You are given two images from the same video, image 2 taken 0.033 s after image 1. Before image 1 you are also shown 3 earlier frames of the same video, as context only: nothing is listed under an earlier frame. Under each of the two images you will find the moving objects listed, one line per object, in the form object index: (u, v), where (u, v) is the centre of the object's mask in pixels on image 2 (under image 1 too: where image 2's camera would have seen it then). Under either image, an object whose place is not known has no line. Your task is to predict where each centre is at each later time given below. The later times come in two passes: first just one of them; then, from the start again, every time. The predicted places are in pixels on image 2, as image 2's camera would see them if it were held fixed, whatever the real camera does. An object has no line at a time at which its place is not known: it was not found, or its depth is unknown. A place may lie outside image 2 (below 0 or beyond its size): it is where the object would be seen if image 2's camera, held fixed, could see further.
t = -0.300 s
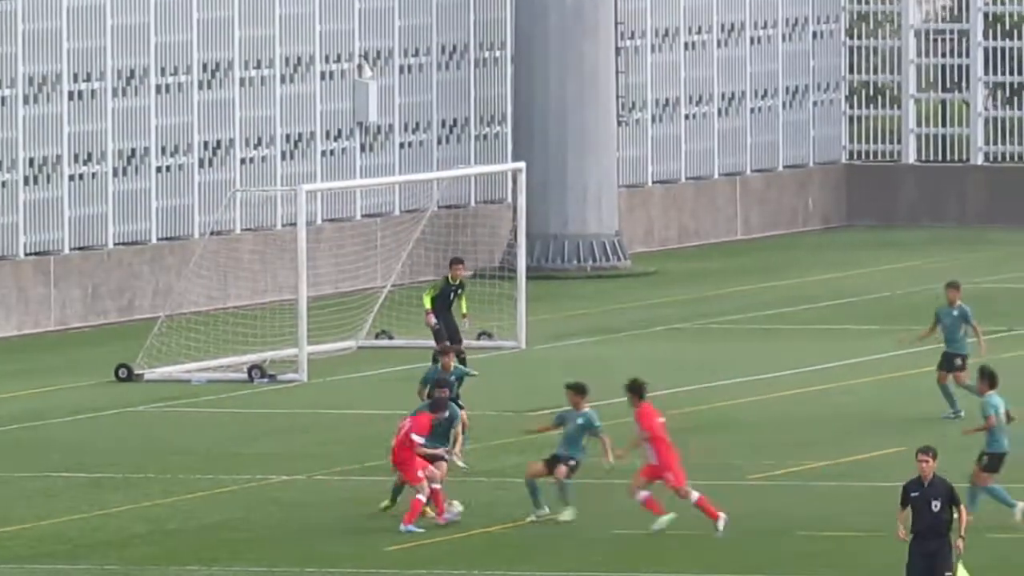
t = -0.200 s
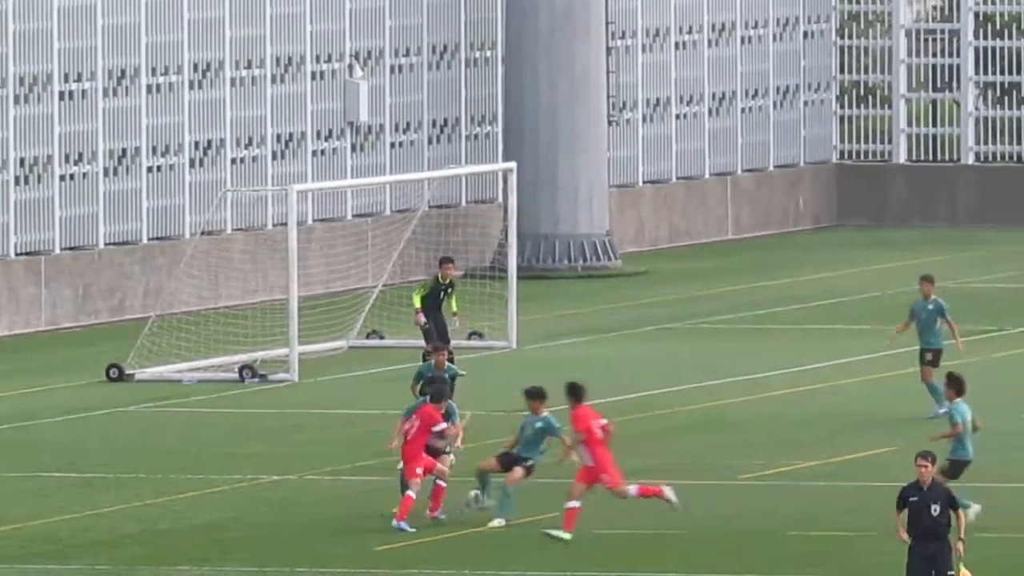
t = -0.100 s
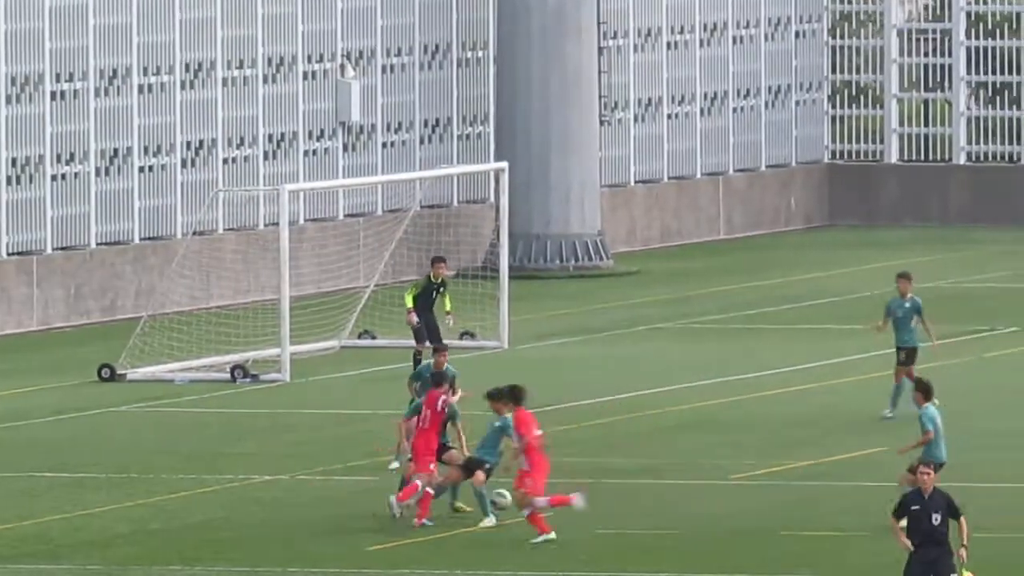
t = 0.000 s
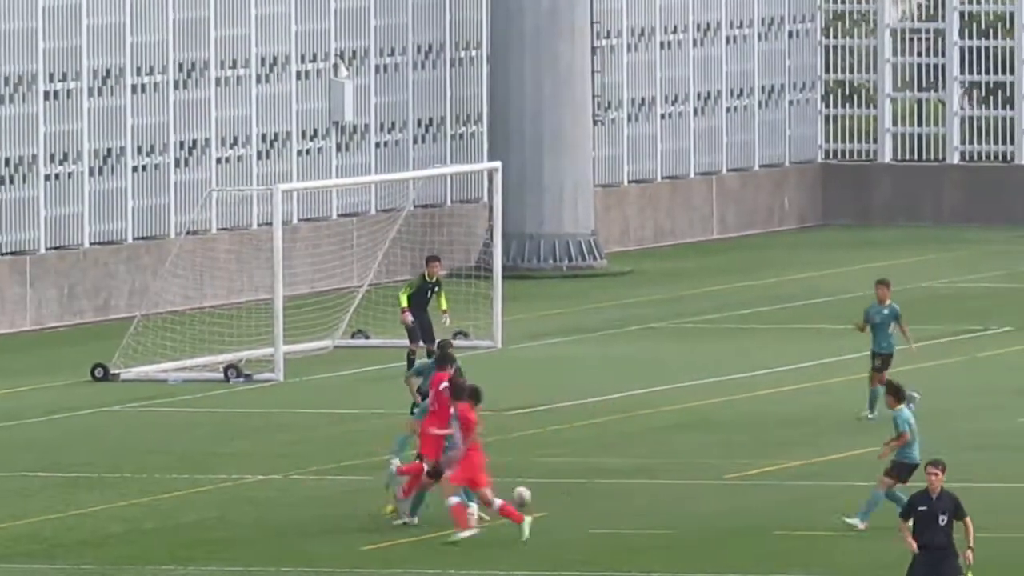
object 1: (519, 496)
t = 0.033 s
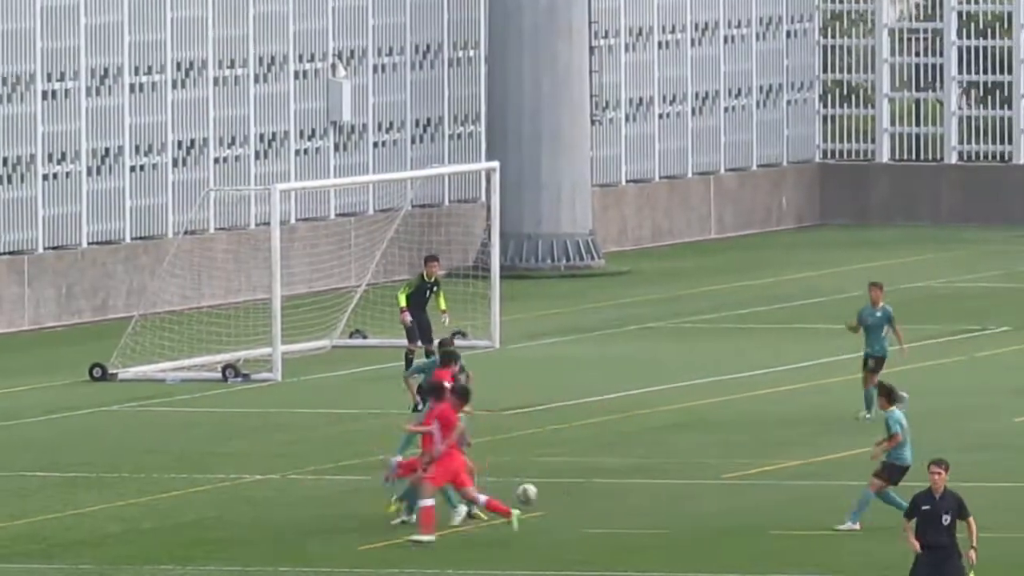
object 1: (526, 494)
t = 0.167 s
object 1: (556, 493)
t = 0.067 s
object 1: (535, 492)
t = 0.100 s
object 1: (542, 492)
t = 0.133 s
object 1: (550, 492)
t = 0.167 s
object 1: (556, 493)
